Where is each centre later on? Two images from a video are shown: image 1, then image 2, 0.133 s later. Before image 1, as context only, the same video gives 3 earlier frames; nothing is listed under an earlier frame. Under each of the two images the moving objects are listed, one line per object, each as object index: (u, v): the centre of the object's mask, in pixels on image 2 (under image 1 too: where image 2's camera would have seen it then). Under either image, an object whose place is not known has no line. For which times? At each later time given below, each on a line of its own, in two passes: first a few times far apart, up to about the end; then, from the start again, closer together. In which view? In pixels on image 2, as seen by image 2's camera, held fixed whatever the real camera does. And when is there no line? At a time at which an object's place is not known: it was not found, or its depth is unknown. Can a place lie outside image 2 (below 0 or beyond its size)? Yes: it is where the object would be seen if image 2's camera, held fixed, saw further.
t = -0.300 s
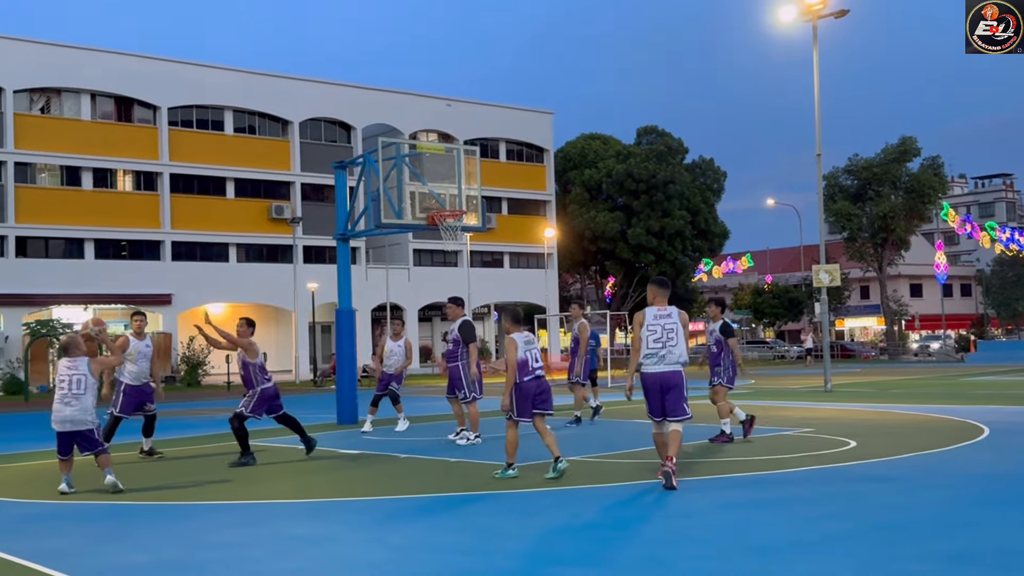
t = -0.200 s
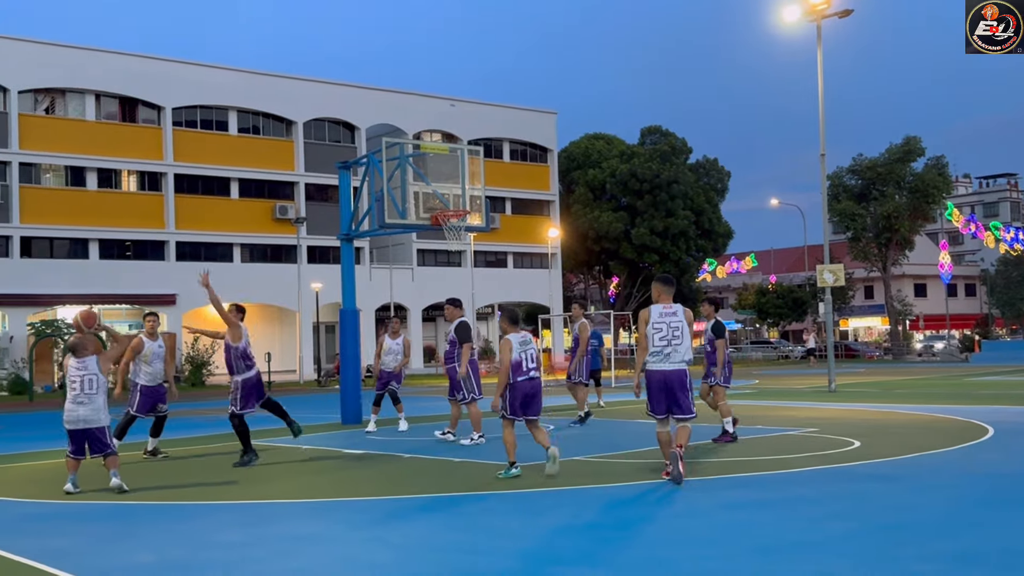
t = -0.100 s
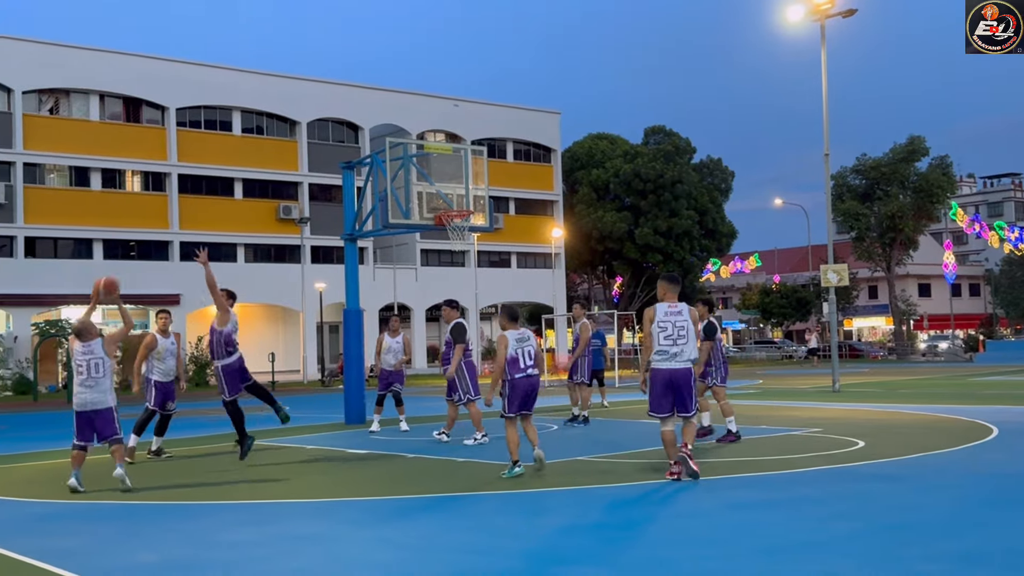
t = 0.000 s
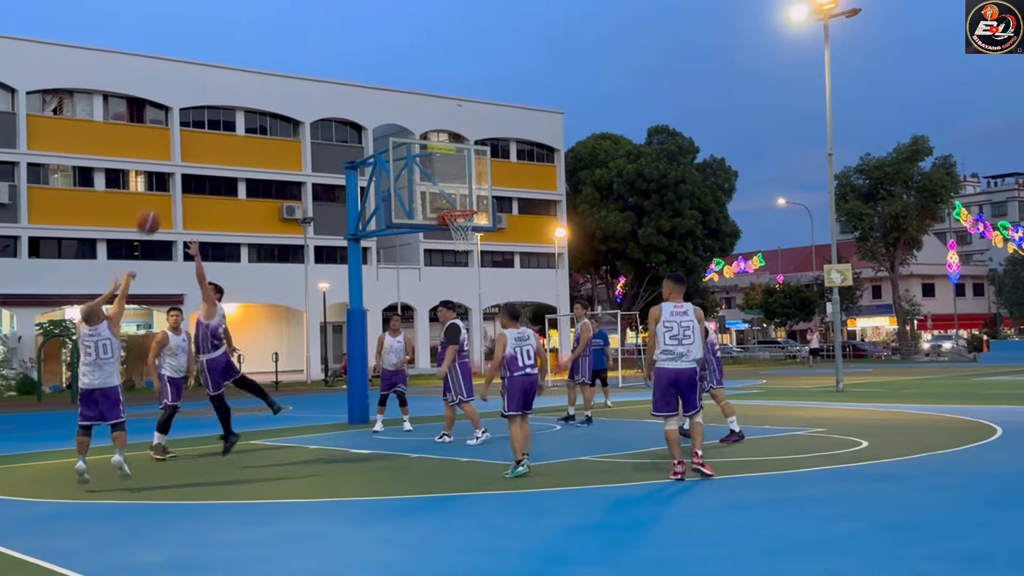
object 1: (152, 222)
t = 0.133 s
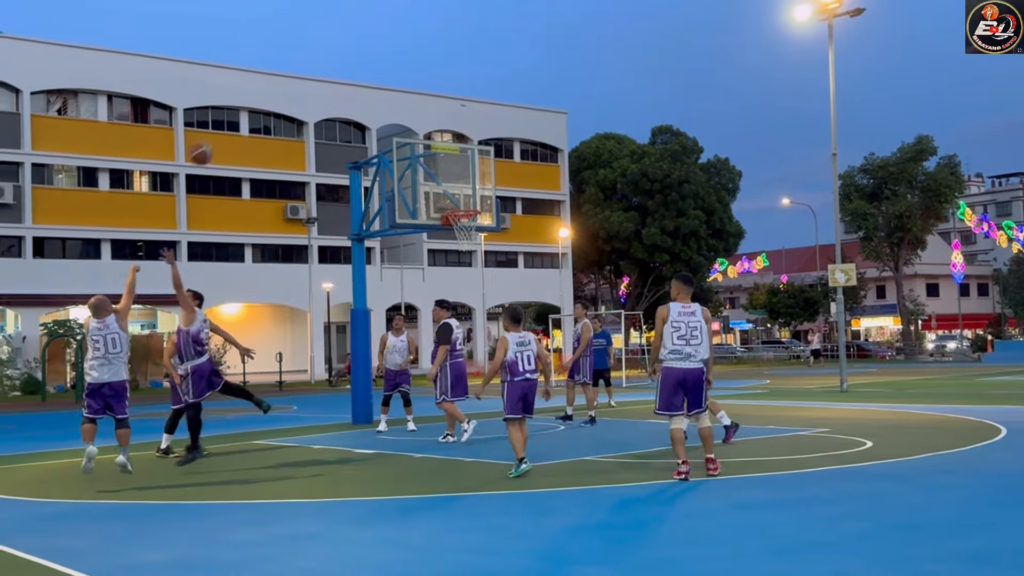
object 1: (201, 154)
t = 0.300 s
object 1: (254, 98)
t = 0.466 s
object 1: (302, 72)
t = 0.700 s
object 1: (362, 77)
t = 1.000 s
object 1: (429, 140)
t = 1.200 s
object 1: (467, 202)
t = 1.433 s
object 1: (485, 203)
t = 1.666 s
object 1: (509, 228)
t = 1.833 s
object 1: (529, 261)
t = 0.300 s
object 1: (254, 98)
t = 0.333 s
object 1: (264, 91)
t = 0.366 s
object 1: (274, 85)
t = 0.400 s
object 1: (283, 79)
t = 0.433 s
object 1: (293, 75)
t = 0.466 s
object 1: (302, 72)
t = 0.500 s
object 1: (311, 70)
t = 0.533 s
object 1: (320, 69)
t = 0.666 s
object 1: (354, 74)
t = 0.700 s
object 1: (362, 77)
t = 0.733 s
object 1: (370, 81)
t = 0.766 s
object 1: (378, 86)
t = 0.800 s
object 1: (385, 92)
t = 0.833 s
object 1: (392, 98)
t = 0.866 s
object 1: (400, 104)
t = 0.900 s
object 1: (407, 113)
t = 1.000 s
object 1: (429, 140)
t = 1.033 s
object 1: (436, 150)
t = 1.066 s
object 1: (442, 161)
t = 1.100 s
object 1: (448, 173)
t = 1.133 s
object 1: (455, 185)
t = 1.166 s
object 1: (462, 197)
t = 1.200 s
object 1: (467, 202)
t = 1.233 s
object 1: (468, 201)
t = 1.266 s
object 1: (471, 199)
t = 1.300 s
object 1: (474, 199)
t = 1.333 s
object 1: (477, 199)
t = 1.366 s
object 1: (479, 201)
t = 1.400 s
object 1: (481, 202)
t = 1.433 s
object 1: (485, 203)
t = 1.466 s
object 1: (488, 206)
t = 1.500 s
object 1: (490, 212)
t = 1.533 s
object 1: (492, 213)
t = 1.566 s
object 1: (497, 216)
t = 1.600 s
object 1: (502, 220)
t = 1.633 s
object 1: (505, 224)
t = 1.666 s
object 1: (509, 228)
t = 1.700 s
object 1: (512, 234)
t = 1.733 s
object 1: (516, 239)
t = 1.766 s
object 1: (521, 246)
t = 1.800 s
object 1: (525, 253)
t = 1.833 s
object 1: (529, 261)
